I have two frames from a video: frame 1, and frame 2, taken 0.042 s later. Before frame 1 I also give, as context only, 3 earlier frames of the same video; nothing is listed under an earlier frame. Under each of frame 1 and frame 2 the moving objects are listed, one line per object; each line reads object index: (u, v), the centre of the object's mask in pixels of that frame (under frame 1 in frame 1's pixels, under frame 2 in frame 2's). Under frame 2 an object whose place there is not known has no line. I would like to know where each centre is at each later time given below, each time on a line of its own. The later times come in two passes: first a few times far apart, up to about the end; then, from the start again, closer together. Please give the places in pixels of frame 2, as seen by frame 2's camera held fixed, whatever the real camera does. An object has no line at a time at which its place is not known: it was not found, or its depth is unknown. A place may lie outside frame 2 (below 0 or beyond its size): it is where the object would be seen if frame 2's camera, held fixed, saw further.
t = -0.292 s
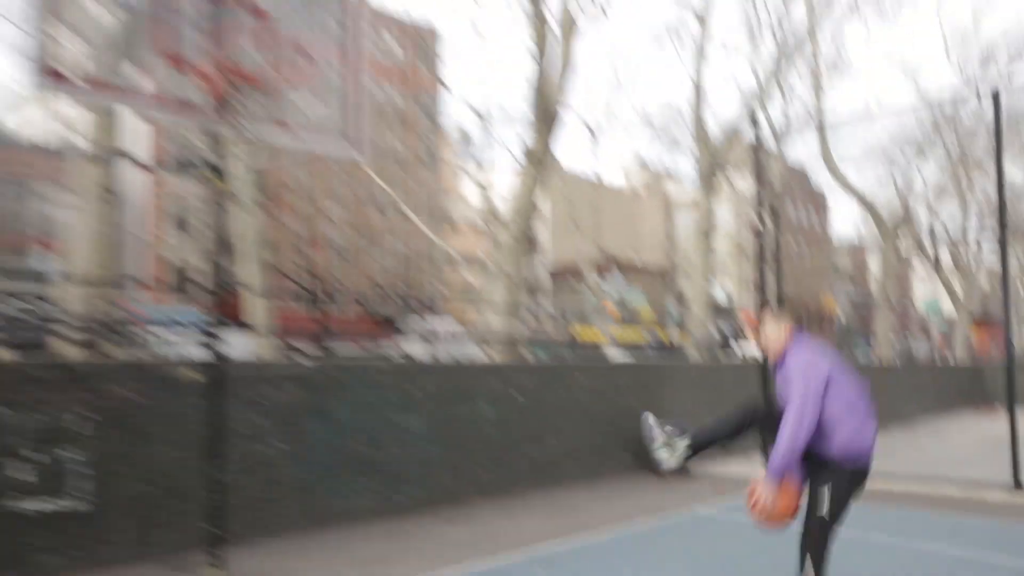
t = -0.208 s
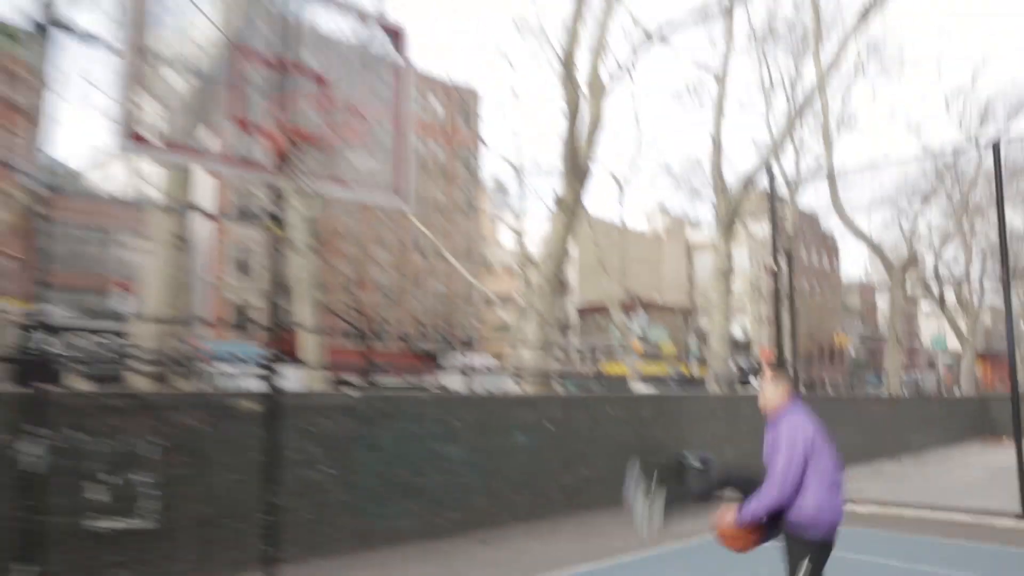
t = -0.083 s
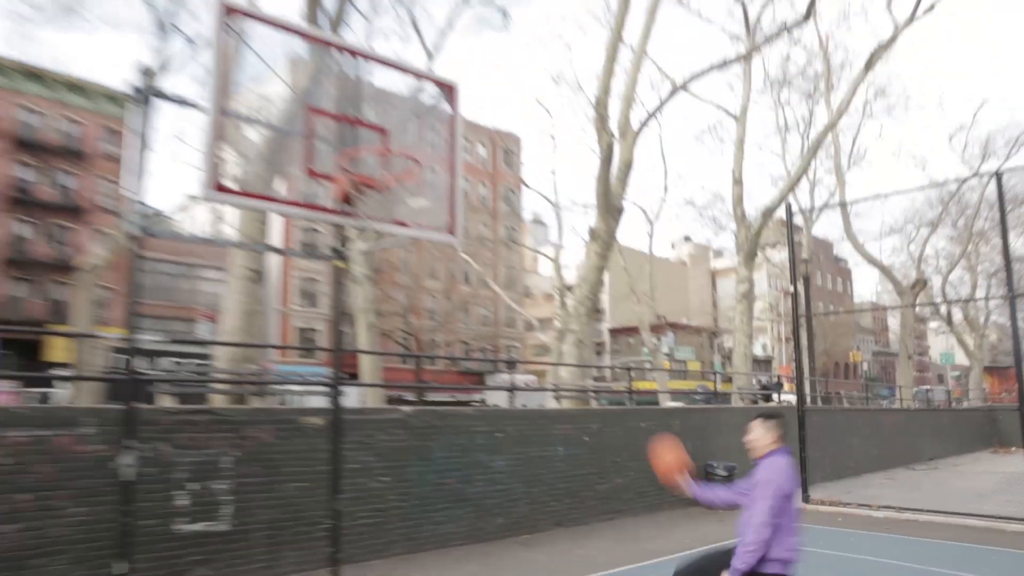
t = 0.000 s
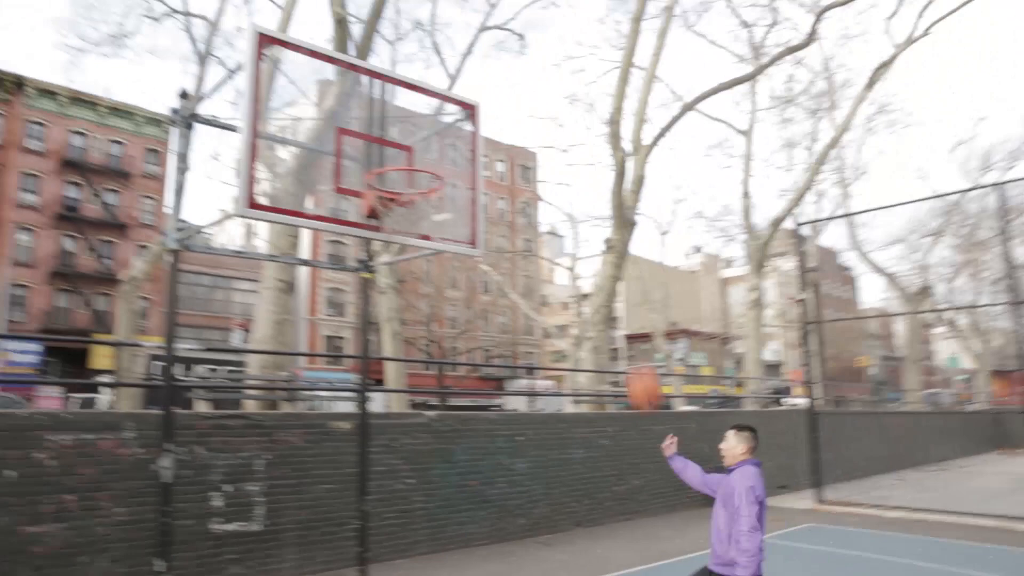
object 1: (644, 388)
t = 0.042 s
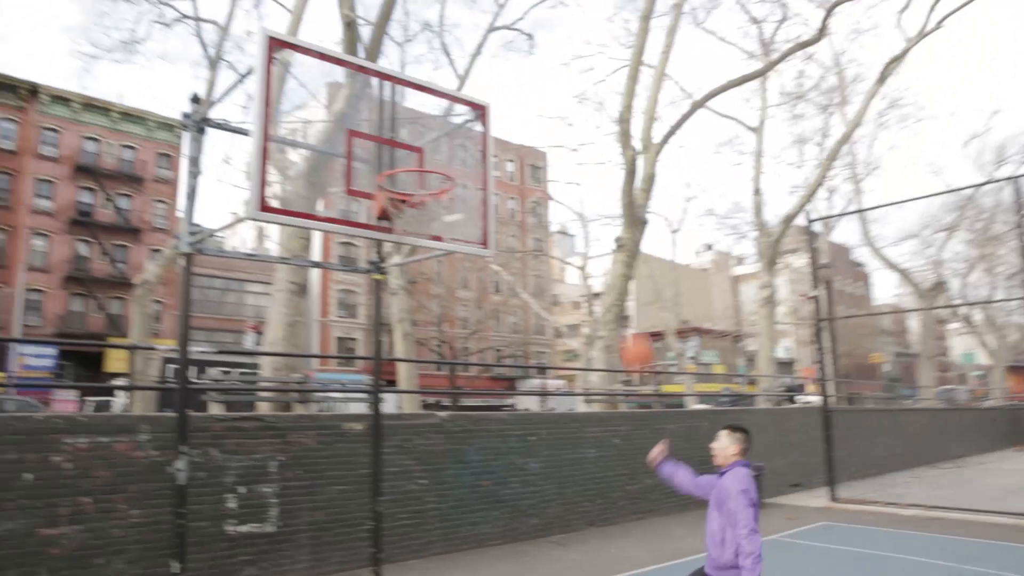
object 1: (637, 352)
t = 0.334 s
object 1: (508, 194)
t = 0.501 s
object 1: (450, 156)
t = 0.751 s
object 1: (426, 142)
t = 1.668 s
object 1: (431, 287)
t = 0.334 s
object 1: (508, 194)
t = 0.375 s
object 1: (489, 182)
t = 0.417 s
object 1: (473, 172)
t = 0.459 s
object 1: (457, 163)
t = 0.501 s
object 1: (450, 156)
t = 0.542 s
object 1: (446, 149)
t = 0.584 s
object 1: (442, 142)
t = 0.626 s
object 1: (439, 139)
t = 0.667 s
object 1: (435, 138)
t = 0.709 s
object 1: (431, 138)
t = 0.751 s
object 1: (426, 142)
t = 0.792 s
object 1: (422, 148)
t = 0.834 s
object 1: (418, 152)
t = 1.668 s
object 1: (431, 287)
